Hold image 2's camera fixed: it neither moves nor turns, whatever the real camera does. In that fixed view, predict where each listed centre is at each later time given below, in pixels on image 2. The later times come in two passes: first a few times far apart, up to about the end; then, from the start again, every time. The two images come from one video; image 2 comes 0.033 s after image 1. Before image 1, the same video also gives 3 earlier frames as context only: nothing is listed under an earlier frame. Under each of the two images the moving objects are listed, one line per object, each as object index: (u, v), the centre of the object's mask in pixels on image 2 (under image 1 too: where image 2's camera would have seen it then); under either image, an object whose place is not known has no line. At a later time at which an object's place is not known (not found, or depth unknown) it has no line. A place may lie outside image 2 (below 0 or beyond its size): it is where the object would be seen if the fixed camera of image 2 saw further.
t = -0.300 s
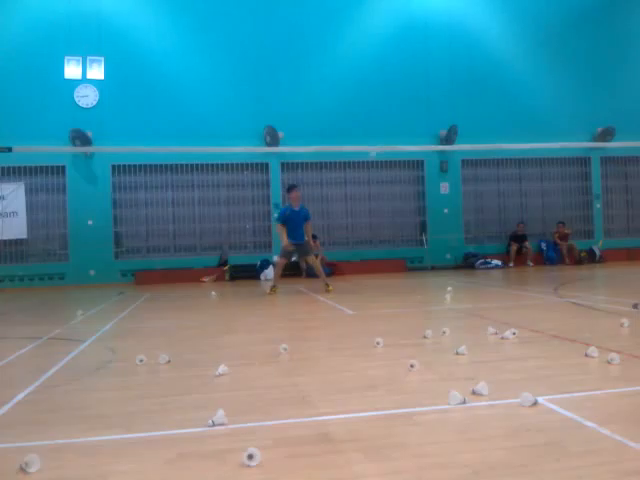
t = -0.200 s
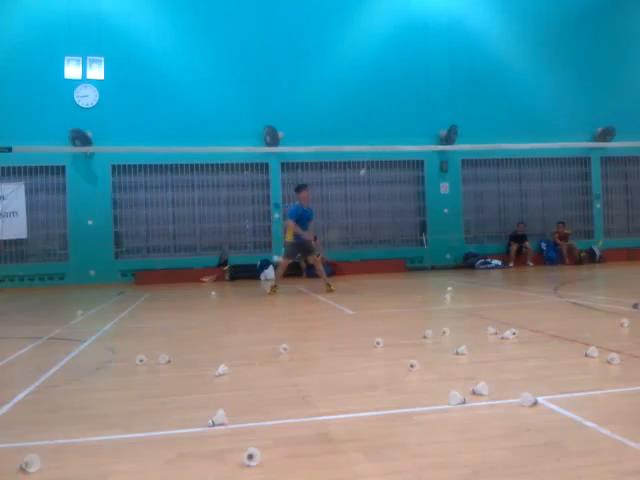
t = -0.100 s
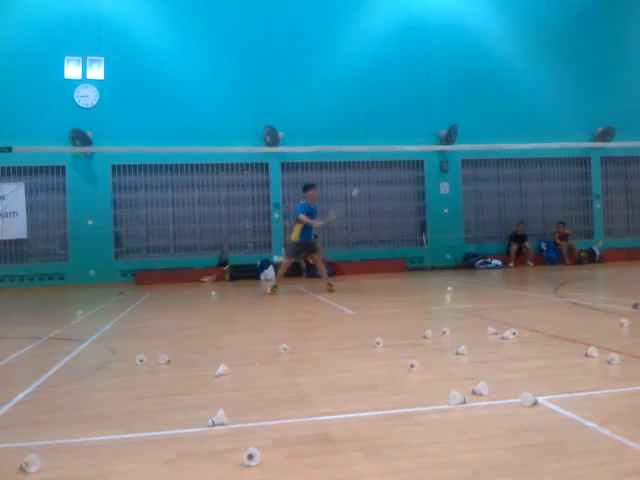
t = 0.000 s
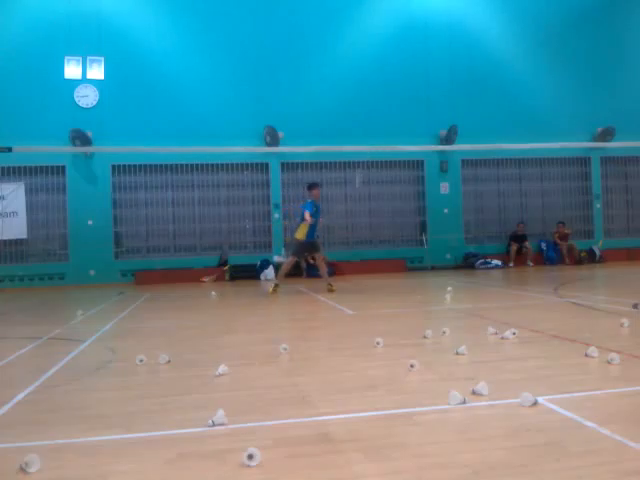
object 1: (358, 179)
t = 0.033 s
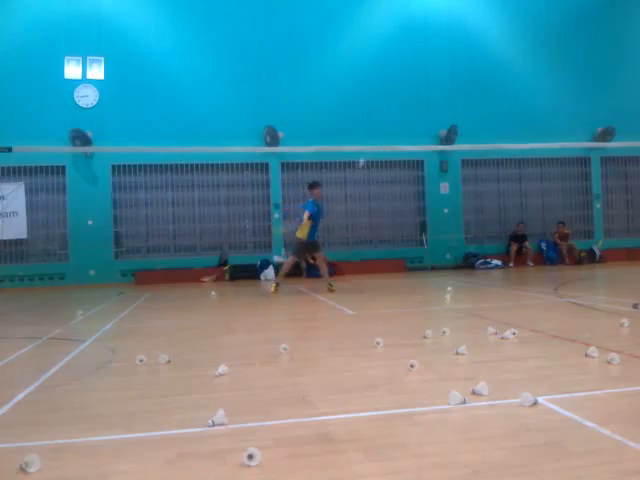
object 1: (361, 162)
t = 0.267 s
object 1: (388, 94)
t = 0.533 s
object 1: (428, 77)
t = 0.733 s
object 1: (467, 153)
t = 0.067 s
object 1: (364, 155)
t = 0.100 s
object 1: (369, 140)
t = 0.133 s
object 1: (373, 129)
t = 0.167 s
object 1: (377, 118)
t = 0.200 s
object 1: (380, 110)
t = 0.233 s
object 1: (385, 101)
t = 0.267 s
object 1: (388, 94)
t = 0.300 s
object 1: (393, 87)
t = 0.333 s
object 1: (397, 82)
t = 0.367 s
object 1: (402, 78)
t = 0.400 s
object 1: (407, 75)
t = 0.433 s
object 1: (412, 73)
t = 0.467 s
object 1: (417, 73)
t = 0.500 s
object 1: (422, 74)
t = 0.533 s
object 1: (428, 77)
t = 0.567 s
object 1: (434, 83)
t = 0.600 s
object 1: (439, 91)
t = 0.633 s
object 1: (445, 102)
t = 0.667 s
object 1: (452, 115)
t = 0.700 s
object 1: (459, 132)
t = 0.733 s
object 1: (467, 153)
